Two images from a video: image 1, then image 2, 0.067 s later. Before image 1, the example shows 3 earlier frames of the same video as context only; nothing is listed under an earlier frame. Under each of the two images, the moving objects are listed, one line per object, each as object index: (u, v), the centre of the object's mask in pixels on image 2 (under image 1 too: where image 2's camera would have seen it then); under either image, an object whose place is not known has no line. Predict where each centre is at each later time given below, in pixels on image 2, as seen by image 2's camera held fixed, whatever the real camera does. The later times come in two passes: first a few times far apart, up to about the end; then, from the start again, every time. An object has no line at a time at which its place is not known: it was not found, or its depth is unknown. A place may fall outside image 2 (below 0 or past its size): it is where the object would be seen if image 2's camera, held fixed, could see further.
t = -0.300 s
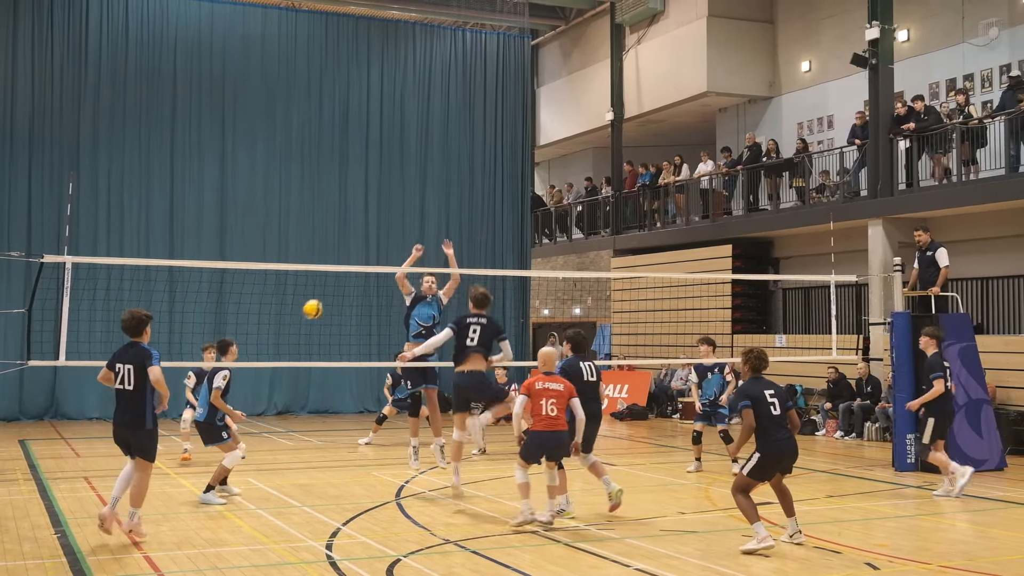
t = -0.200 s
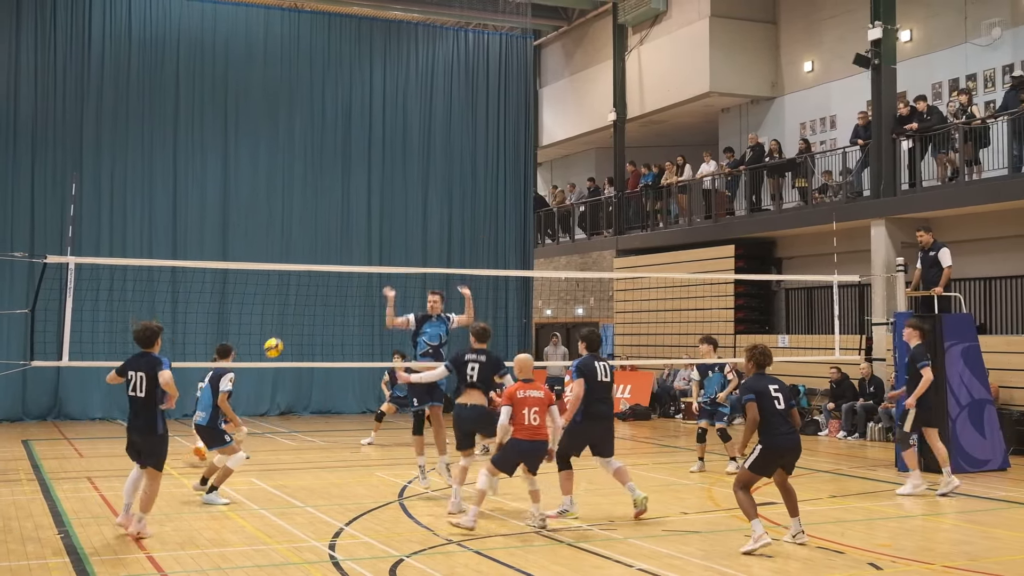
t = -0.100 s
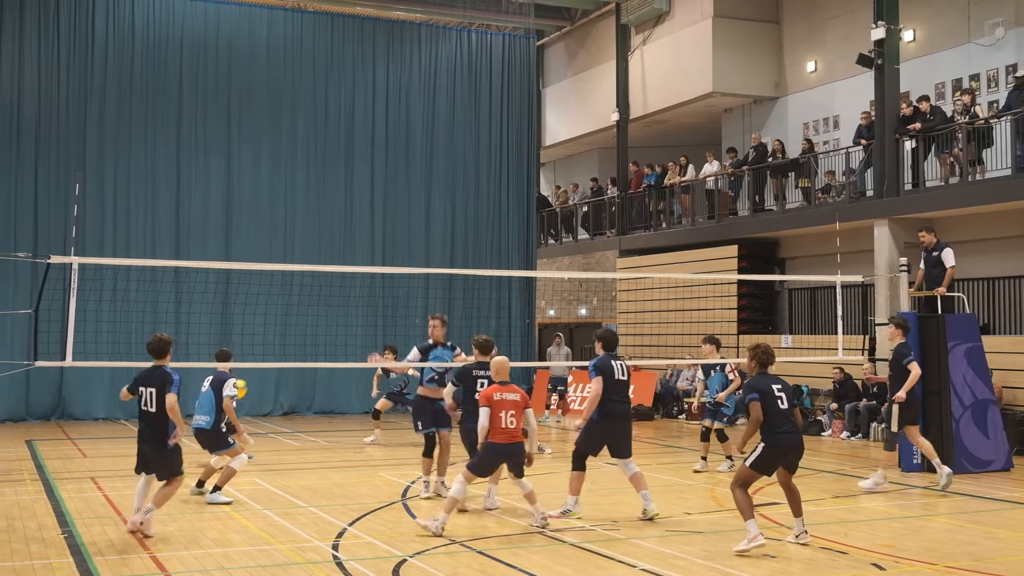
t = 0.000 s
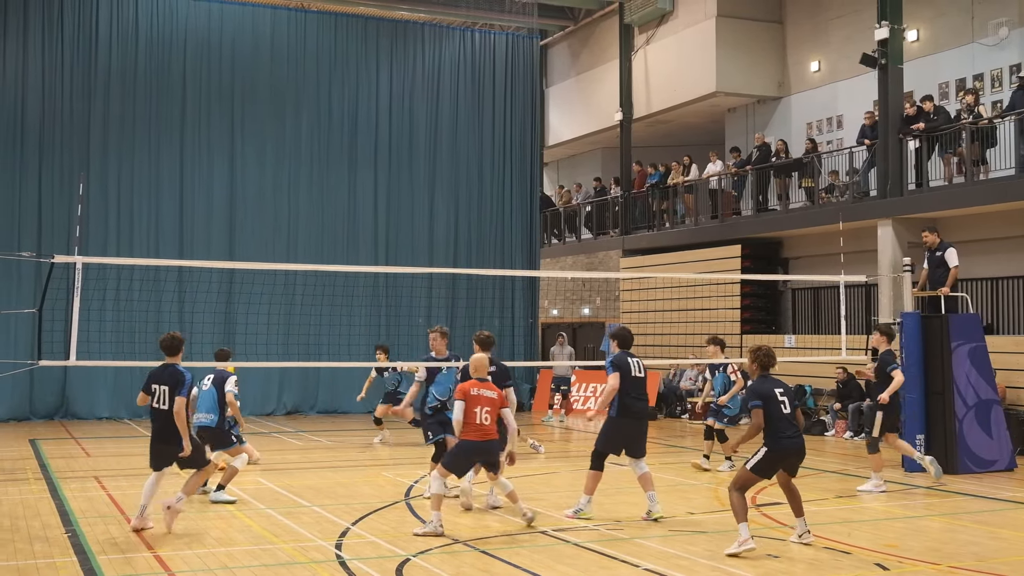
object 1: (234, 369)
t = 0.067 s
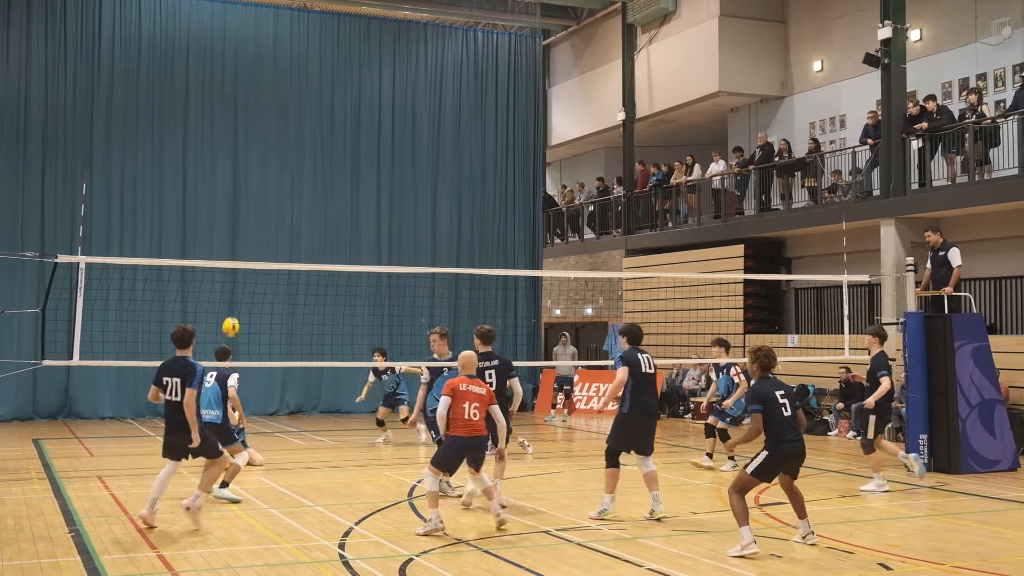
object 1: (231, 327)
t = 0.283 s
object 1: (237, 210)
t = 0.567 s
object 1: (244, 116)
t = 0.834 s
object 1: (249, 84)
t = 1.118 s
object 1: (254, 107)
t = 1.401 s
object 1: (258, 187)
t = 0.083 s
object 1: (231, 316)
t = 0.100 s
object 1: (231, 306)
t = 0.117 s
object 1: (232, 296)
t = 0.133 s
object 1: (233, 286)
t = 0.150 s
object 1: (233, 277)
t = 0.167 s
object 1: (234, 270)
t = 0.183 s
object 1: (234, 256)
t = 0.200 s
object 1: (234, 250)
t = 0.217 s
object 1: (235, 242)
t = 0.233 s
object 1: (235, 233)
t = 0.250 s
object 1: (236, 225)
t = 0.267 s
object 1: (237, 217)
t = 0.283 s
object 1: (237, 210)
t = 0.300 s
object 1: (237, 202)
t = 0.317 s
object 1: (238, 196)
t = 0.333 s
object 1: (238, 188)
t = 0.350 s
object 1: (238, 182)
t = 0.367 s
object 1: (239, 175)
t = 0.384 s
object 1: (239, 169)
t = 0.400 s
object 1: (240, 163)
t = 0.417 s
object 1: (240, 157)
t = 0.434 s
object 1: (241, 152)
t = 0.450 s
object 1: (241, 147)
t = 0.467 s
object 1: (241, 142)
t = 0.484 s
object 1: (242, 137)
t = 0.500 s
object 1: (242, 132)
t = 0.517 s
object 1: (243, 128)
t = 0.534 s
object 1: (243, 124)
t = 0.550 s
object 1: (243, 120)
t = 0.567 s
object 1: (244, 116)
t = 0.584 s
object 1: (244, 112)
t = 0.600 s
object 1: (245, 109)
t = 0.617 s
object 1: (245, 106)
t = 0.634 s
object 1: (245, 103)
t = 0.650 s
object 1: (246, 100)
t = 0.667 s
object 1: (246, 98)
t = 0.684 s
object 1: (246, 96)
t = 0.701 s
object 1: (246, 93)
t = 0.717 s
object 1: (247, 92)
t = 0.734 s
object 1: (248, 90)
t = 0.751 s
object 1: (248, 88)
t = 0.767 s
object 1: (248, 87)
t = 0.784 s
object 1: (248, 86)
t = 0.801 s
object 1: (248, 86)
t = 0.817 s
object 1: (249, 85)
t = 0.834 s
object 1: (249, 84)
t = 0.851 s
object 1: (250, 84)
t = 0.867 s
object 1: (250, 84)
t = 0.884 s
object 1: (250, 84)
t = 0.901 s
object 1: (250, 85)
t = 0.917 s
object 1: (251, 85)
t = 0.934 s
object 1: (251, 86)
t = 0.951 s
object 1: (251, 87)
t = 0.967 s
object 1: (252, 88)
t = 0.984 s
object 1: (252, 90)
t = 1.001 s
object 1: (252, 91)
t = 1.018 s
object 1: (252, 92)
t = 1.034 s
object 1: (252, 95)
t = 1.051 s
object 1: (253, 96)
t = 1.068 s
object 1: (253, 99)
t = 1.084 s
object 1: (253, 101)
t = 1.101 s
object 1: (254, 104)
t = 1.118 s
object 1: (254, 107)
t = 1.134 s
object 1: (254, 110)
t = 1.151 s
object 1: (254, 114)
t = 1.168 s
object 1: (254, 117)
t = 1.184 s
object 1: (255, 121)
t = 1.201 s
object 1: (255, 125)
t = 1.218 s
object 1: (255, 129)
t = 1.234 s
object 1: (256, 134)
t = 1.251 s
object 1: (256, 137)
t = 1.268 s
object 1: (256, 142)
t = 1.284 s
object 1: (256, 147)
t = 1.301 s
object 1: (256, 152)
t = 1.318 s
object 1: (257, 158)
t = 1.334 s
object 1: (257, 163)
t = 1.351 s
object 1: (257, 169)
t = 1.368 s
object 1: (258, 175)
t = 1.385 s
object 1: (258, 180)
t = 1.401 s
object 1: (258, 187)
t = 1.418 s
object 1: (258, 192)
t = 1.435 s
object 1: (259, 200)
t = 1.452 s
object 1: (259, 206)
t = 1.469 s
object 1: (259, 213)
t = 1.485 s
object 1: (260, 220)
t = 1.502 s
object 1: (260, 228)
